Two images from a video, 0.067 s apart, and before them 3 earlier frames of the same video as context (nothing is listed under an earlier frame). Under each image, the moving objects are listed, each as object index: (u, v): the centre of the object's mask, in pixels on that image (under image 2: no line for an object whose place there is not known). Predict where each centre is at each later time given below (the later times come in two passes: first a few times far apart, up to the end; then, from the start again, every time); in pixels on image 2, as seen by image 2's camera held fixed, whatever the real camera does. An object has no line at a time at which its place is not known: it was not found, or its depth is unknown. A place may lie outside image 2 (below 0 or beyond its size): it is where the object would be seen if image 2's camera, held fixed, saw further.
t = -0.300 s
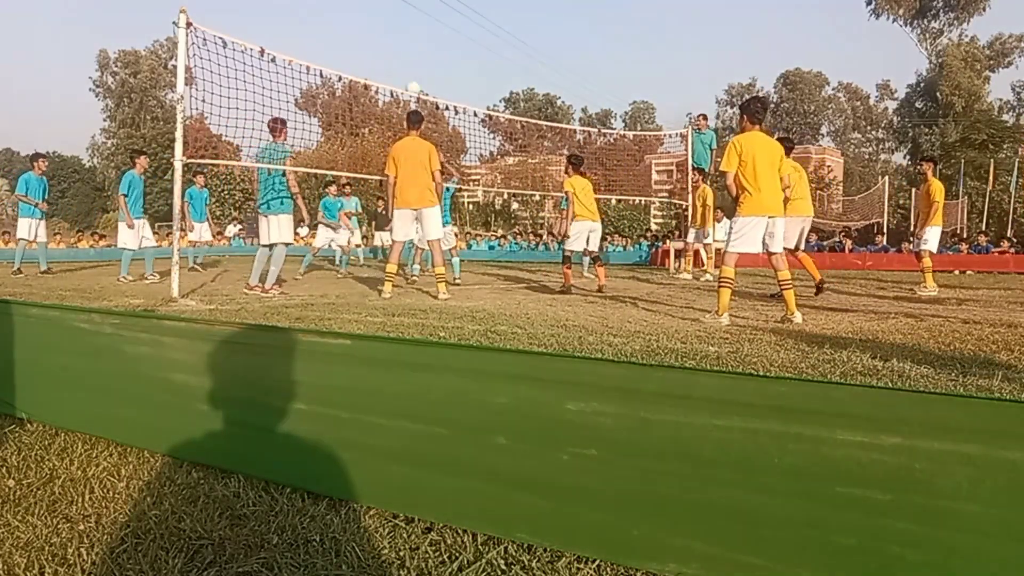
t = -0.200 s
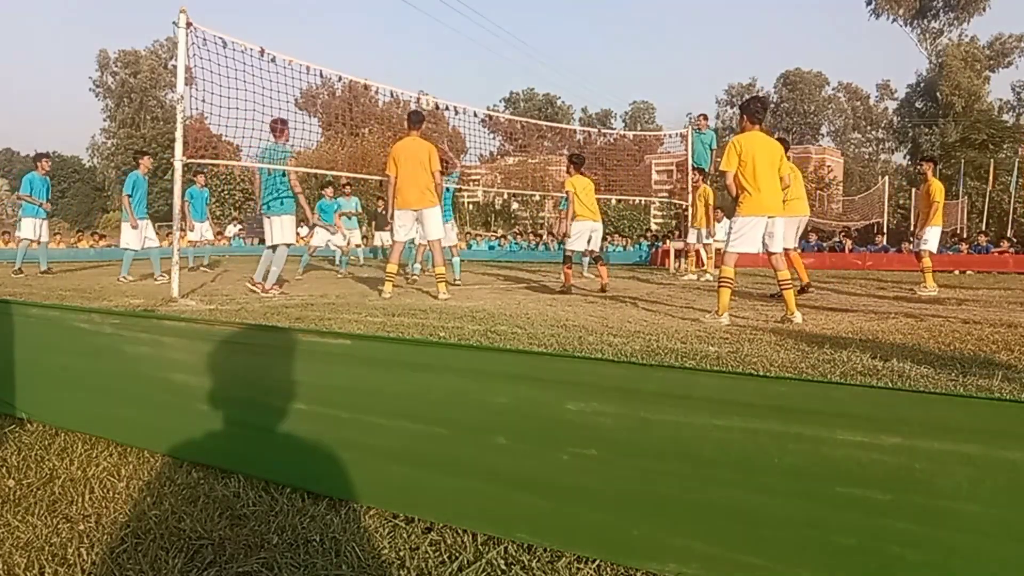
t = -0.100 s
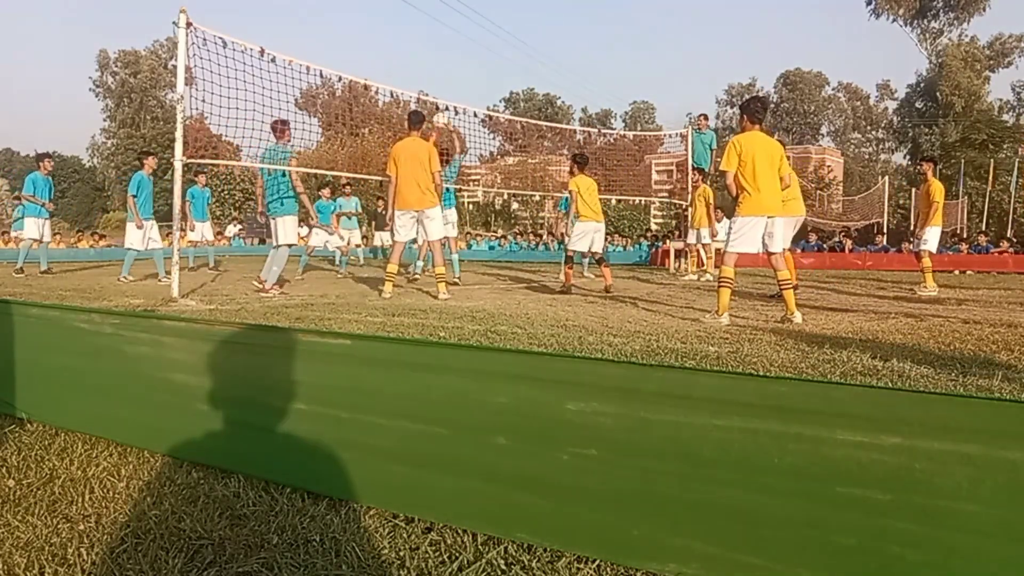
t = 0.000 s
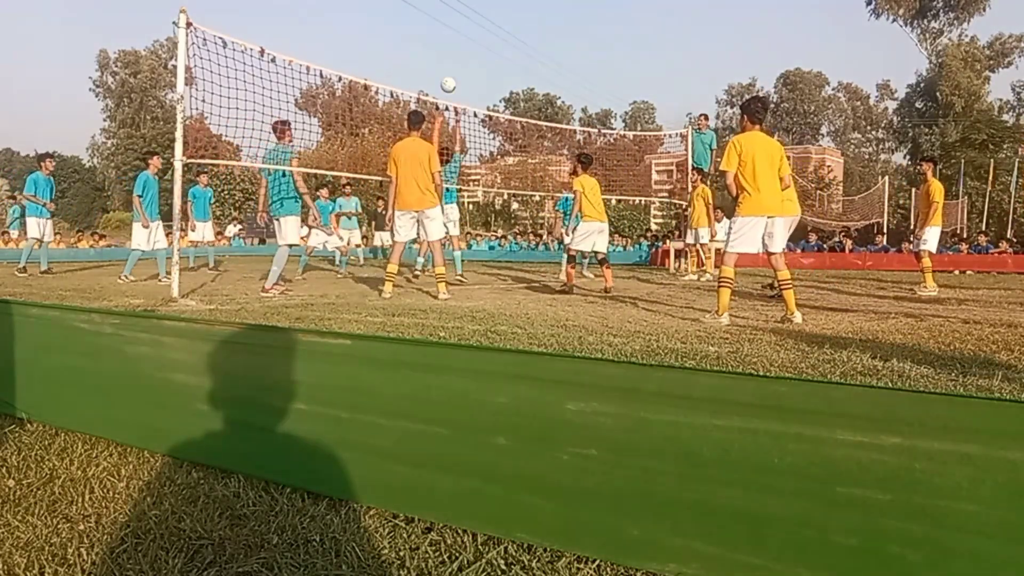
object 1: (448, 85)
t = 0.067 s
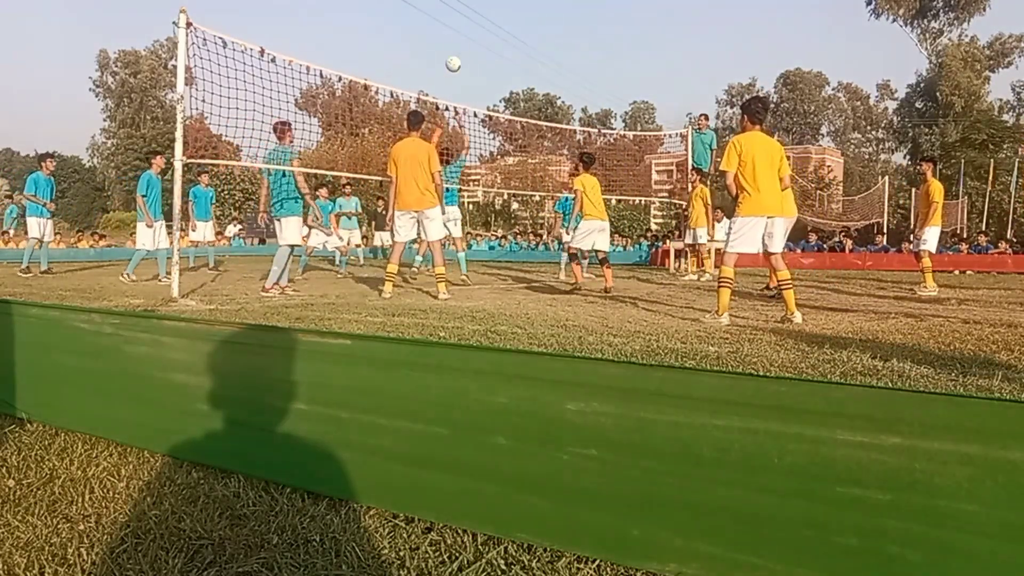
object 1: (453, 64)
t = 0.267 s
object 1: (468, 23)
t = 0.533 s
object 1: (488, 17)
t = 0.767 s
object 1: (504, 53)
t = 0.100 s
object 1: (456, 55)
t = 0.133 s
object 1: (458, 47)
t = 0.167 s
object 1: (461, 40)
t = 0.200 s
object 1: (463, 33)
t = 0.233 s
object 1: (466, 28)
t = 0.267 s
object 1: (468, 23)
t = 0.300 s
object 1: (471, 20)
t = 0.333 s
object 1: (473, 17)
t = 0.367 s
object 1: (476, 15)
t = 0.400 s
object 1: (478, 14)
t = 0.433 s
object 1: (481, 13)
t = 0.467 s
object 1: (483, 14)
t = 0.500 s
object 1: (486, 15)
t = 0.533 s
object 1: (488, 17)
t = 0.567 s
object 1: (490, 20)
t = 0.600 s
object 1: (493, 24)
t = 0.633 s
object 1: (495, 28)
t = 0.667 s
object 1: (497, 33)
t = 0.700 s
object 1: (499, 39)
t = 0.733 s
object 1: (501, 46)
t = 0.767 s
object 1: (504, 53)
